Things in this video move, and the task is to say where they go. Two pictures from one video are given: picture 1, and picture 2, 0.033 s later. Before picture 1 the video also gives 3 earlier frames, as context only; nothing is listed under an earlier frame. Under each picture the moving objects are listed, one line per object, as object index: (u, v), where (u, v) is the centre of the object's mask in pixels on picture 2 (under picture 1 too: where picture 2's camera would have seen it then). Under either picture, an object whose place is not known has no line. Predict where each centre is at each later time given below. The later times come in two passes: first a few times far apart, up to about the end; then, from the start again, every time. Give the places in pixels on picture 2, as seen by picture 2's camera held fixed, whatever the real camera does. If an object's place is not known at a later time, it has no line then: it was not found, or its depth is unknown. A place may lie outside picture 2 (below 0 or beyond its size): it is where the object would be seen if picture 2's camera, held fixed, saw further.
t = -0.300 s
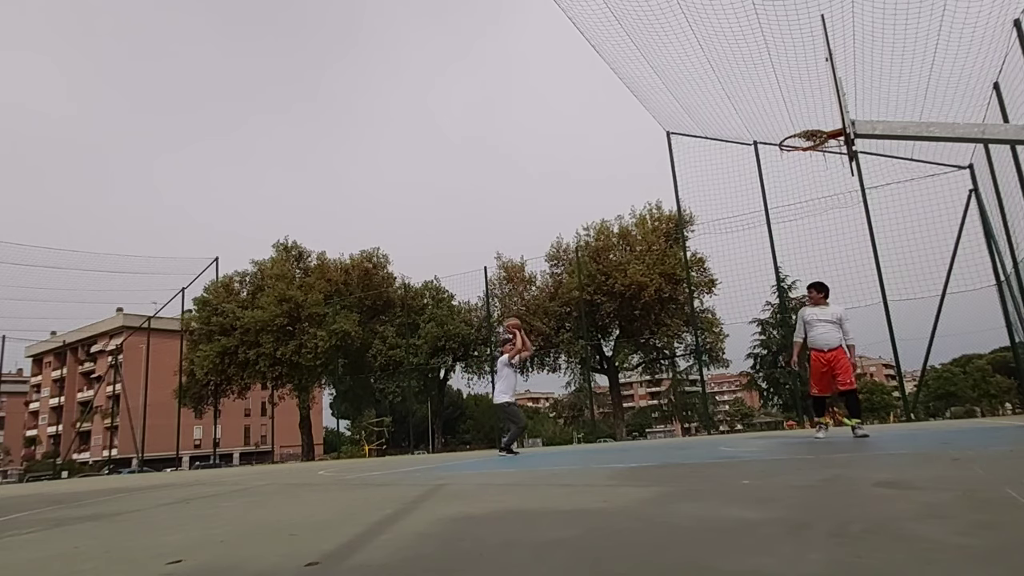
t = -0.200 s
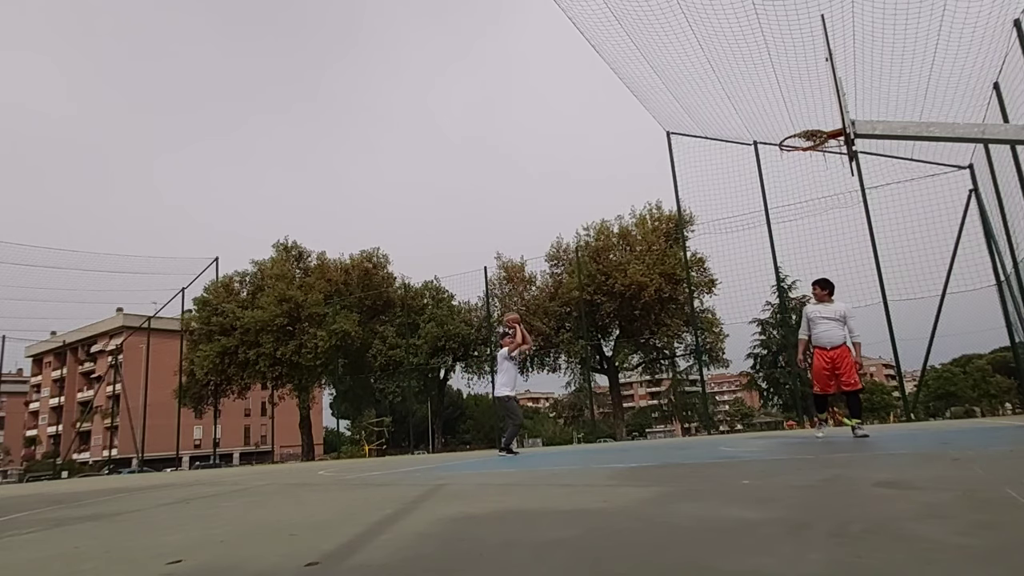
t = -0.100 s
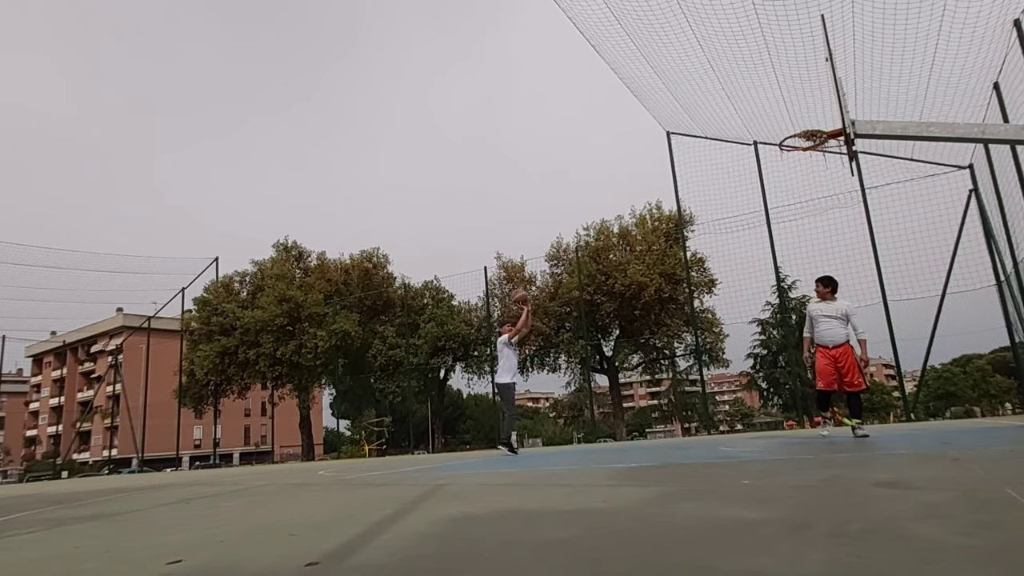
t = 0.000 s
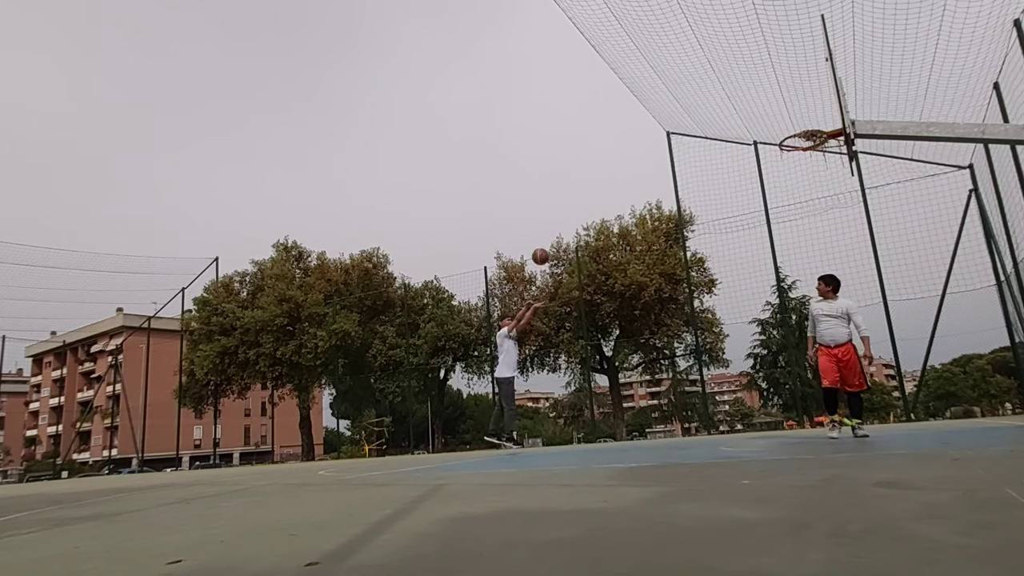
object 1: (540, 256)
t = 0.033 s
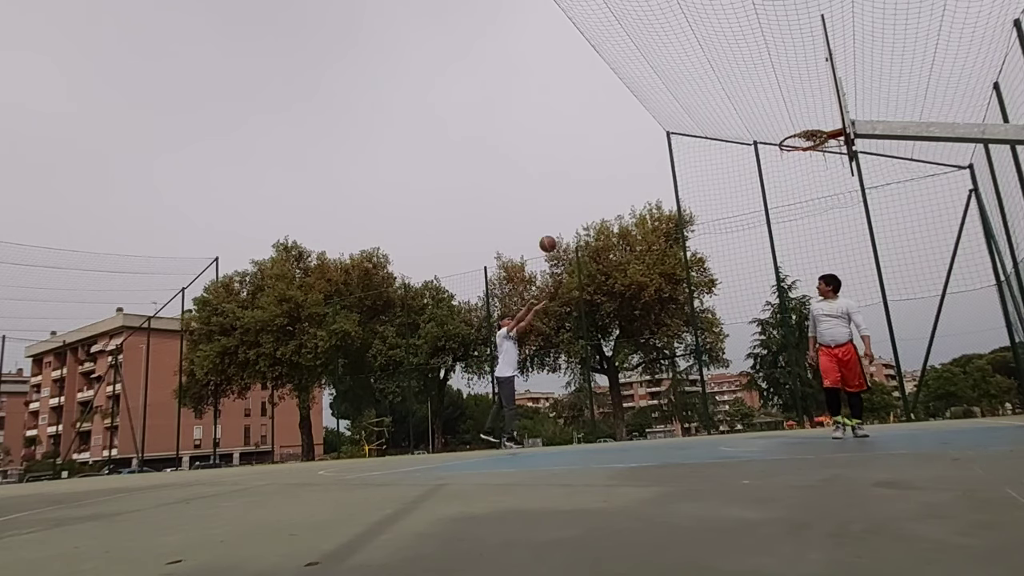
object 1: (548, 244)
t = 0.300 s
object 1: (613, 166)
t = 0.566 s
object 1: (694, 132)
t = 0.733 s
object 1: (757, 136)
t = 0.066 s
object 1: (555, 232)
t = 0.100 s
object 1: (563, 220)
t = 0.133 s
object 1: (571, 210)
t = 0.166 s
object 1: (579, 200)
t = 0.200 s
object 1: (587, 191)
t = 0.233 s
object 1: (596, 182)
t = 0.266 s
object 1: (604, 174)
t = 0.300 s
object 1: (613, 166)
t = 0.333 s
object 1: (622, 159)
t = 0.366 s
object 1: (632, 153)
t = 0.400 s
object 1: (641, 148)
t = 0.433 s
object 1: (651, 143)
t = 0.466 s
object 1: (662, 139)
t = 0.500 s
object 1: (672, 136)
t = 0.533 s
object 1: (683, 134)
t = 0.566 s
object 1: (694, 132)
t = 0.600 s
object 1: (706, 131)
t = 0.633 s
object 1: (718, 131)
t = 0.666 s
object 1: (731, 131)
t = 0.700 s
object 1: (743, 133)
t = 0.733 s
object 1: (757, 136)
